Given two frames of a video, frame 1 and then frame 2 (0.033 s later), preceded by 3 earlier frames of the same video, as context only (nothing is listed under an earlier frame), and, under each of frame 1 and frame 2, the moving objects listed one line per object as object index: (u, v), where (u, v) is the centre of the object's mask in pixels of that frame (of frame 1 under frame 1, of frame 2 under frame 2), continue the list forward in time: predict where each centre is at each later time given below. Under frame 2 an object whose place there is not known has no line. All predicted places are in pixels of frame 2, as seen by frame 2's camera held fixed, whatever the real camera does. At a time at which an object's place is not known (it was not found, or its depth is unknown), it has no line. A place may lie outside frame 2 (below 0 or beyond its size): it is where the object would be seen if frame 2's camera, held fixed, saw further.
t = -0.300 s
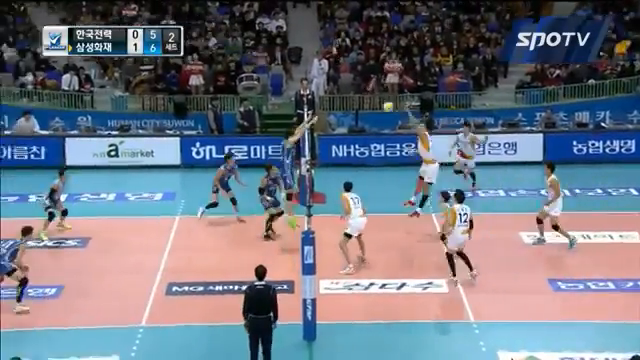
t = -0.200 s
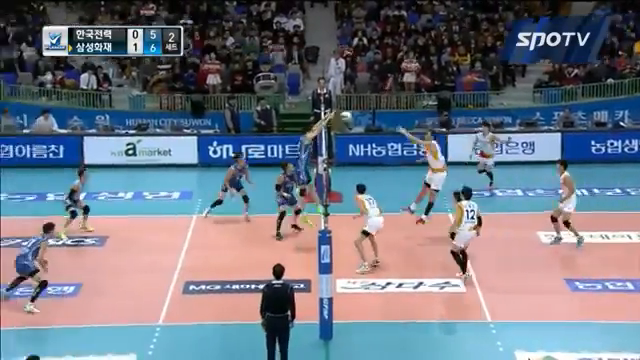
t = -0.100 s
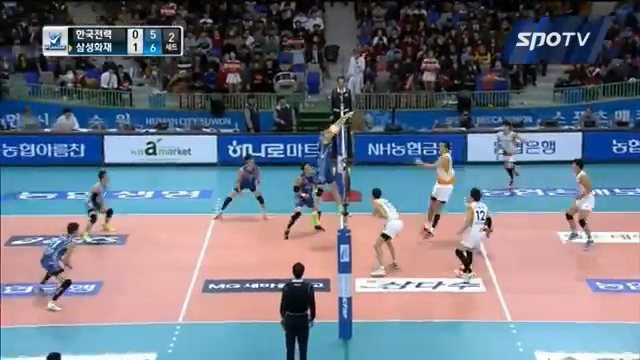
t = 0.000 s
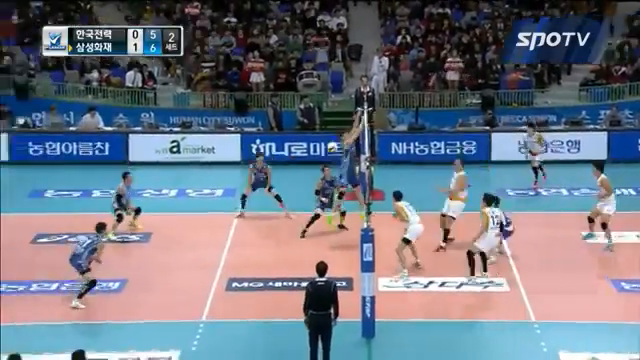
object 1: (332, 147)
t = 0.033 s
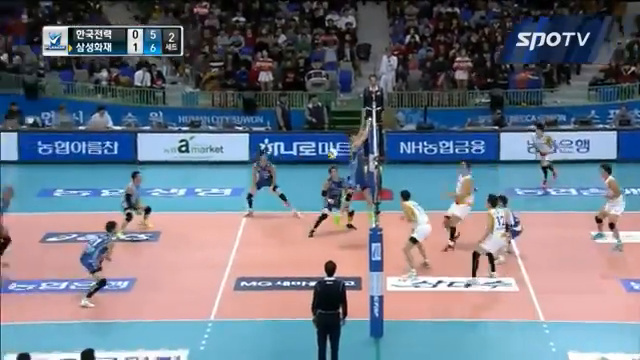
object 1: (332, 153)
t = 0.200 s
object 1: (289, 196)
